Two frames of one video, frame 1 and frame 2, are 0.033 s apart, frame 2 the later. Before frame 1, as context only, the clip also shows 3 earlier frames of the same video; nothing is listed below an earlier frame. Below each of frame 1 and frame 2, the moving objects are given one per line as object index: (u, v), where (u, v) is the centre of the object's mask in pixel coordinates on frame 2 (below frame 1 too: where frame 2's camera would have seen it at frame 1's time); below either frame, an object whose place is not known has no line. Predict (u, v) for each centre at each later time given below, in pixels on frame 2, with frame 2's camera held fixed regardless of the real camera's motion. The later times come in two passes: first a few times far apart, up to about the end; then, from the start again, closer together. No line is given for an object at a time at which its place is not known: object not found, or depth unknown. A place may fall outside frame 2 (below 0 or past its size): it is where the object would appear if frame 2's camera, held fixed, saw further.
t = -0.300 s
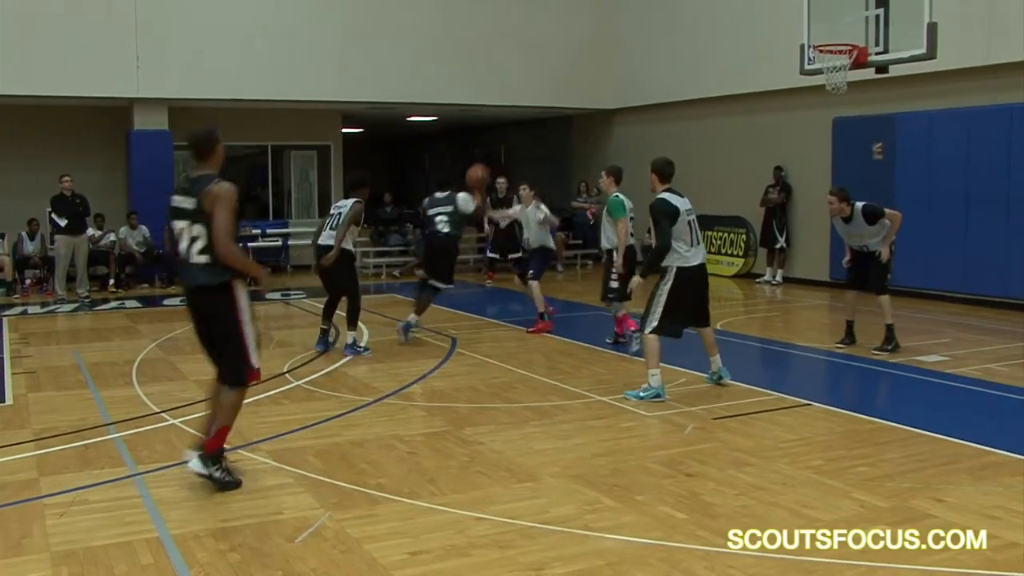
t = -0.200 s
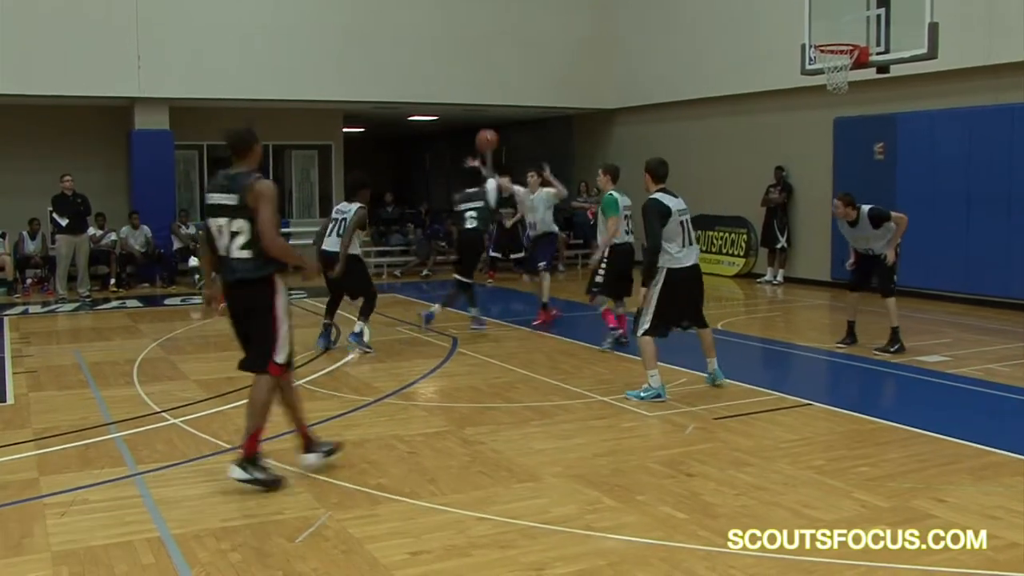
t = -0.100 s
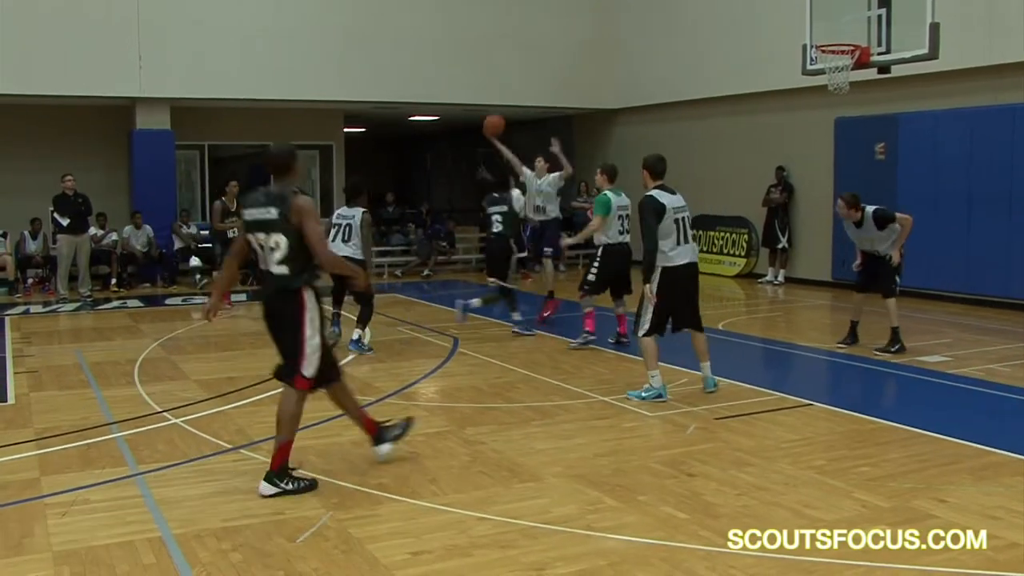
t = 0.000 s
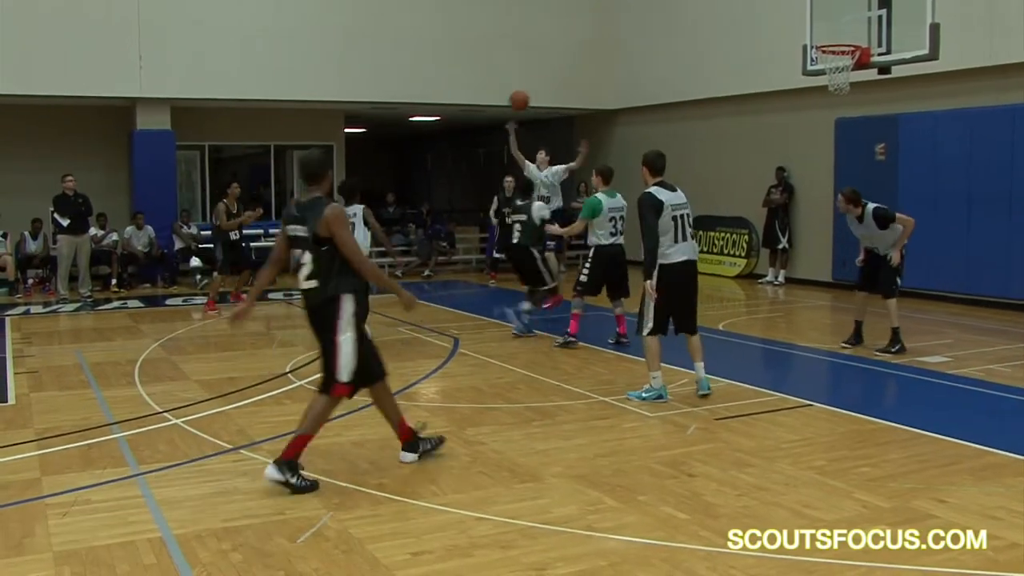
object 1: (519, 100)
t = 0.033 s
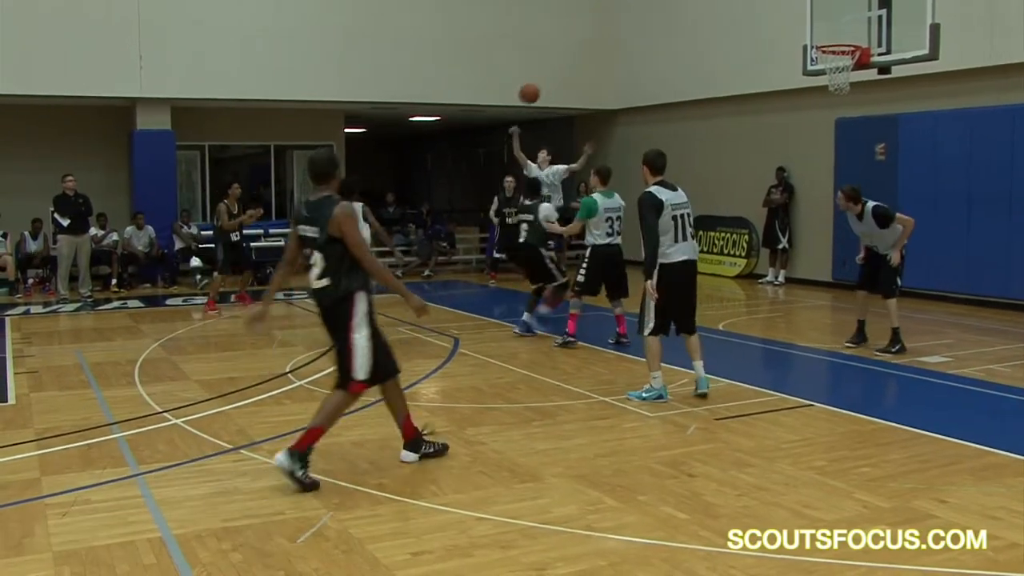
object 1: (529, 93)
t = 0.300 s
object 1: (607, 71)
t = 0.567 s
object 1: (679, 106)
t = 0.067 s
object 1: (539, 87)
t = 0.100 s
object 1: (549, 81)
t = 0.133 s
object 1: (559, 78)
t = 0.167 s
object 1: (569, 74)
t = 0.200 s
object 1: (579, 72)
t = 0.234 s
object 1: (588, 70)
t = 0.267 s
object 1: (598, 70)
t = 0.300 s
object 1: (607, 71)
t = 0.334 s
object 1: (616, 72)
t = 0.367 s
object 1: (626, 75)
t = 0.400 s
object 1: (635, 78)
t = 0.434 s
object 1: (644, 82)
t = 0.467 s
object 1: (653, 87)
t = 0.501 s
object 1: (662, 92)
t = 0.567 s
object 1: (679, 106)
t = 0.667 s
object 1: (704, 134)
